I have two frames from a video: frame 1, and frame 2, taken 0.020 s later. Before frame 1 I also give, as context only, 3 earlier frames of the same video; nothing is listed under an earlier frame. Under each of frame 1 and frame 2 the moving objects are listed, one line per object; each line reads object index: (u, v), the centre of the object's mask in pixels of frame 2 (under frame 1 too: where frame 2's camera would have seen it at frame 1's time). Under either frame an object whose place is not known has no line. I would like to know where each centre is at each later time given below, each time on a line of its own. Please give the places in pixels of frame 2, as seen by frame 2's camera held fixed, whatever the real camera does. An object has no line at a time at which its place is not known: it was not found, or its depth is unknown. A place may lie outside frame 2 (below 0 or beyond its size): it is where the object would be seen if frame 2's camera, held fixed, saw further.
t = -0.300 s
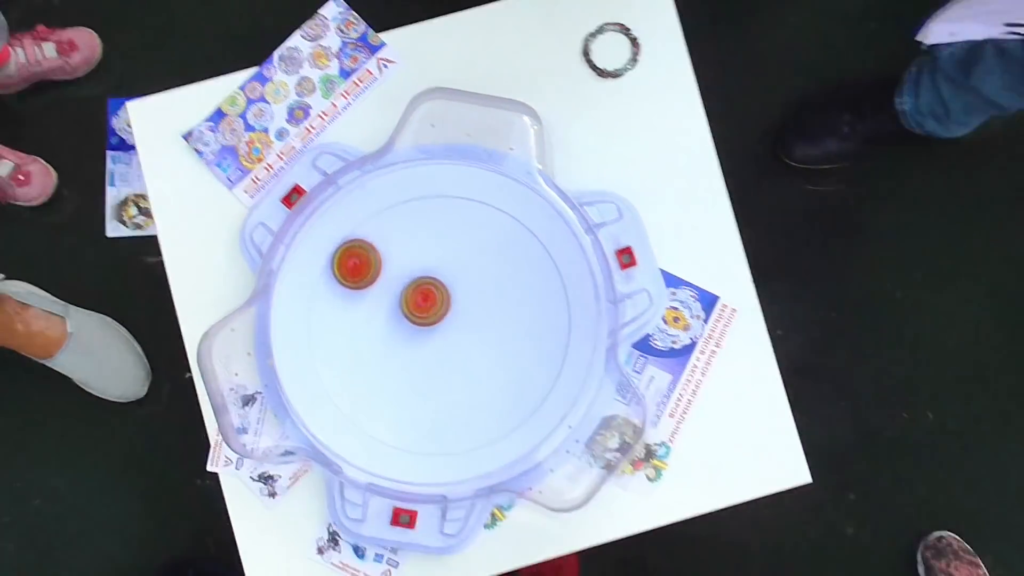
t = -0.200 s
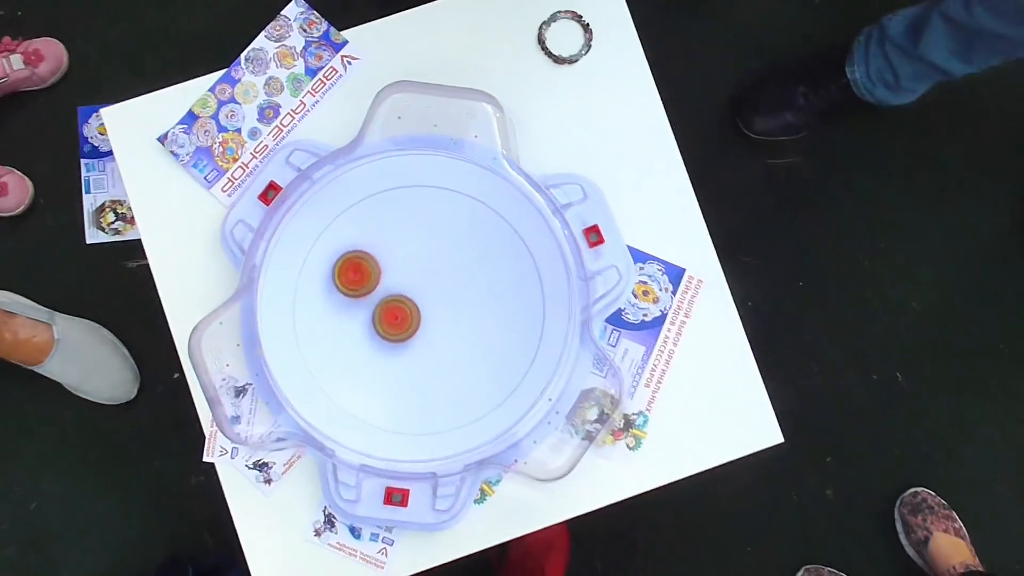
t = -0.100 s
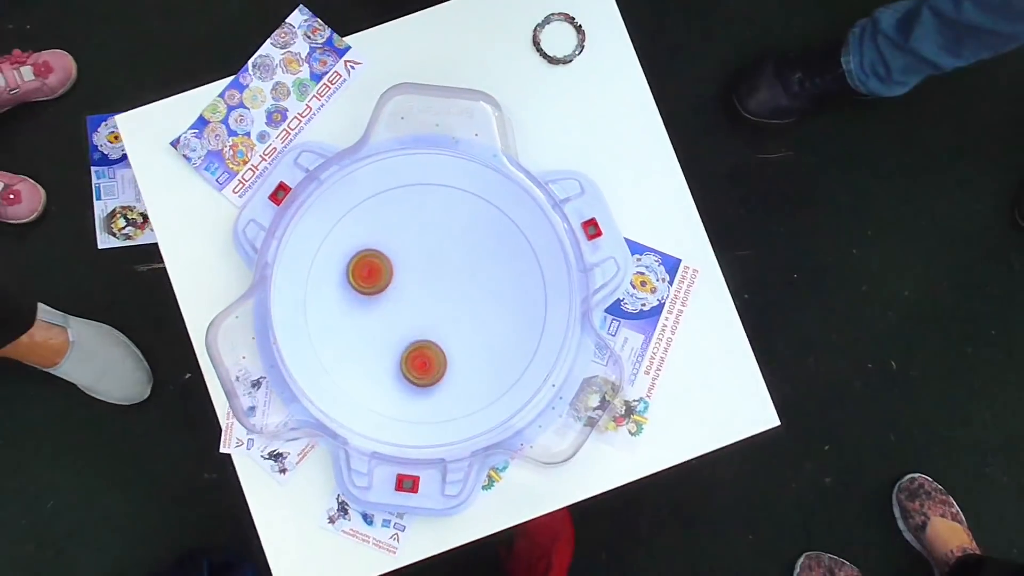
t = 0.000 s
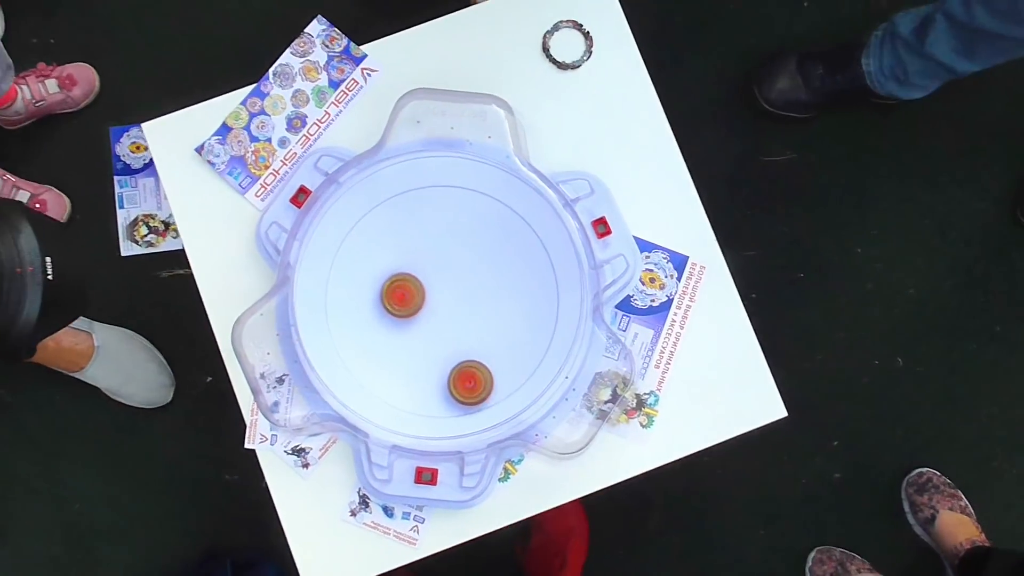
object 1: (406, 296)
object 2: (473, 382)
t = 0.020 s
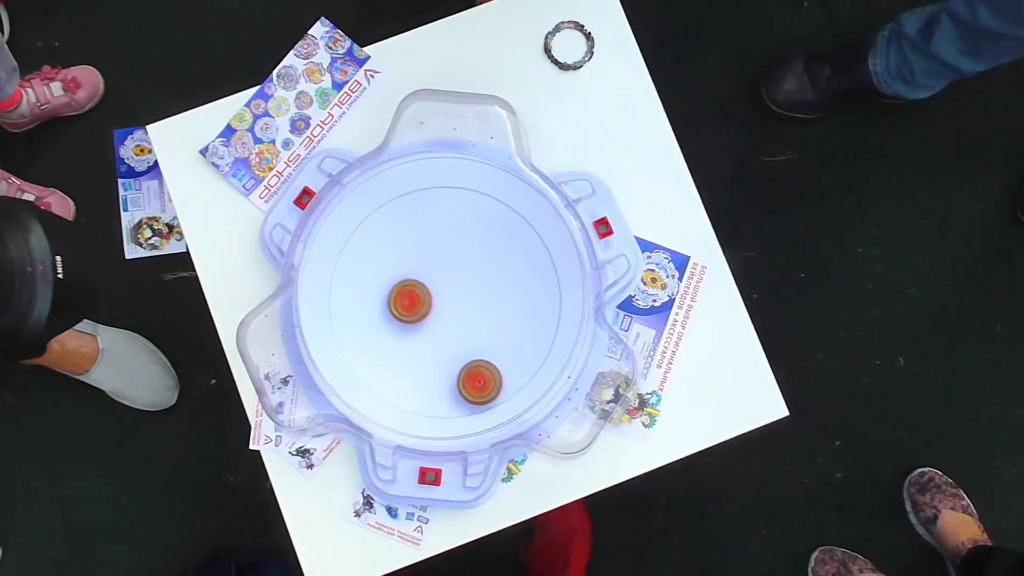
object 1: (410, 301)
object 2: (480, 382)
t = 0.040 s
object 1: (414, 307)
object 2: (485, 380)
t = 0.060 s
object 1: (418, 311)
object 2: (490, 376)
